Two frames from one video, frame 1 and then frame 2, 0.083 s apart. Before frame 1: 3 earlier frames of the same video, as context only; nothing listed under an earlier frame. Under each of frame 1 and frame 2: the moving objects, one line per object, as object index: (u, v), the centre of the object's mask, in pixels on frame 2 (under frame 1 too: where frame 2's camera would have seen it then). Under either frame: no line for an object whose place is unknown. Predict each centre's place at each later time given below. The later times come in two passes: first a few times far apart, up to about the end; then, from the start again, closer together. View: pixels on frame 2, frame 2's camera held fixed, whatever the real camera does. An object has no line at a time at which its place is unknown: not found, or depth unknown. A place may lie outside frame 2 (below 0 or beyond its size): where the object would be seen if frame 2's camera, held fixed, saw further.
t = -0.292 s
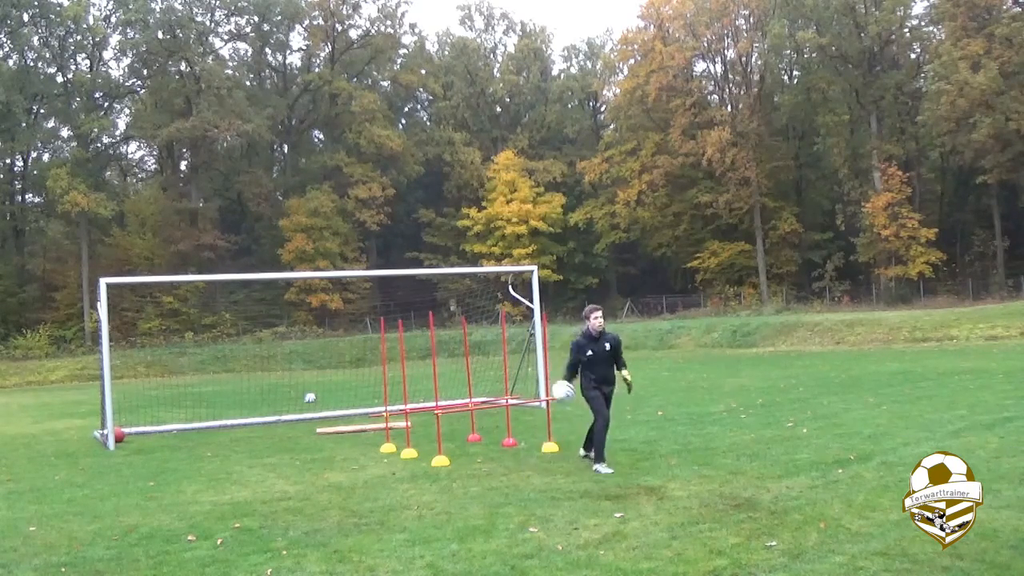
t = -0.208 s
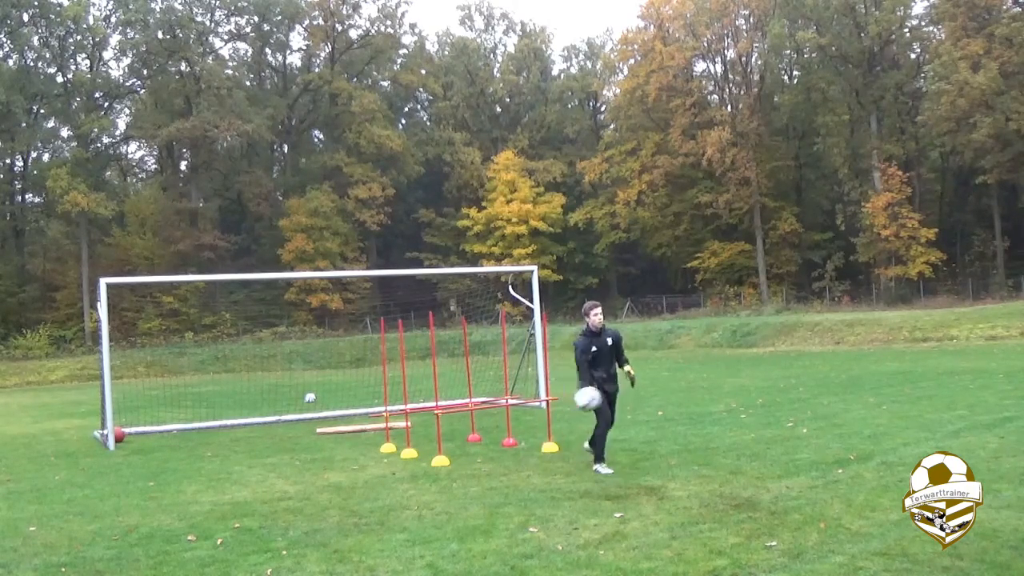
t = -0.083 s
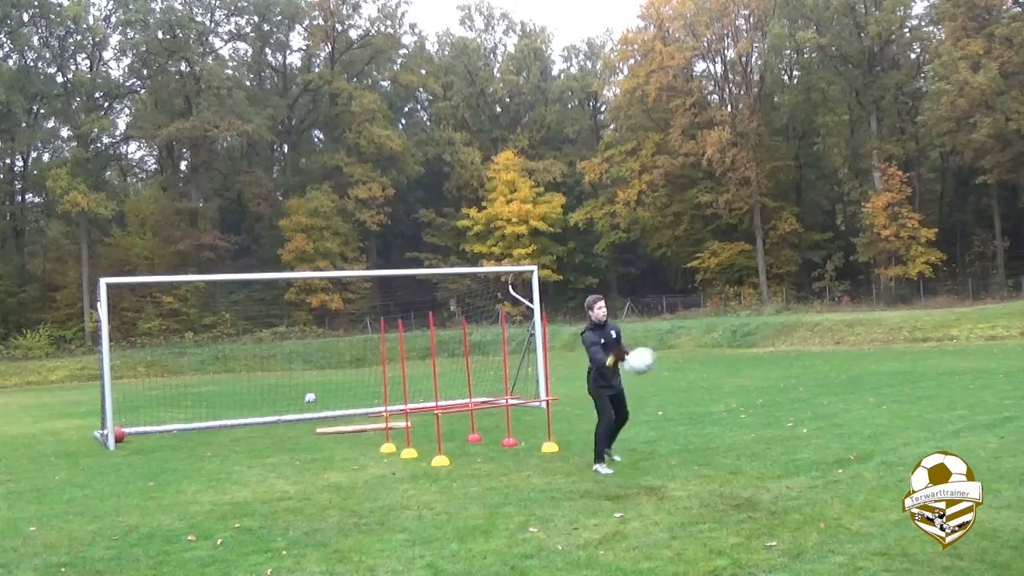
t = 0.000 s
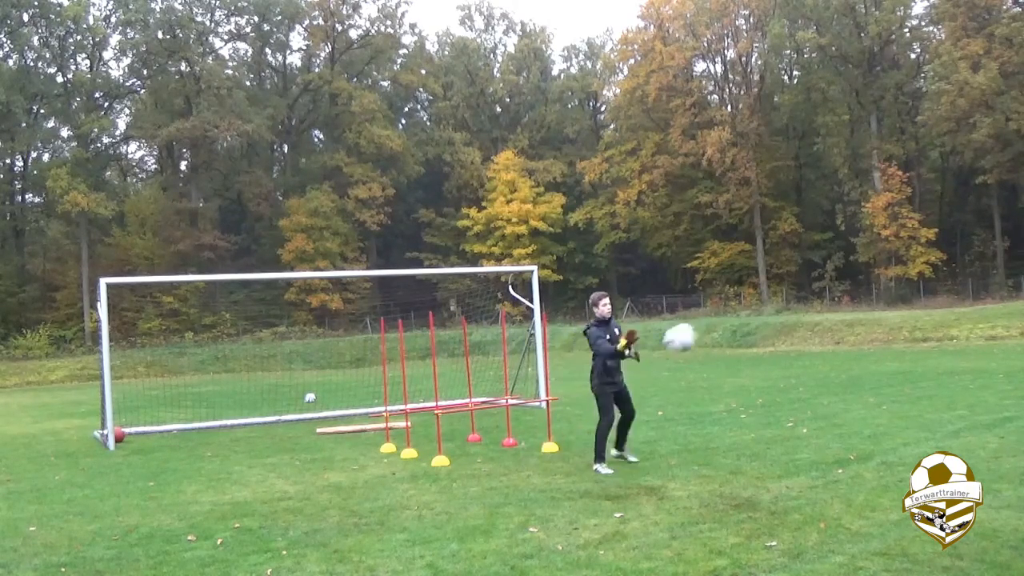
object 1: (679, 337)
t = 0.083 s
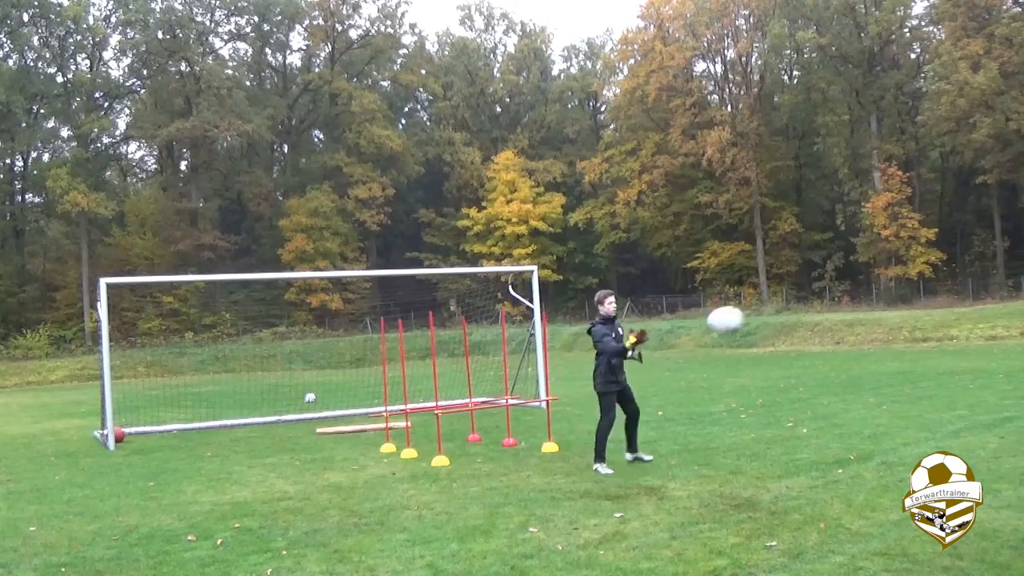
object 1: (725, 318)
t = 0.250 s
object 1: (834, 302)
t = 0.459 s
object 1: (1007, 337)
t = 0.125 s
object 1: (749, 312)
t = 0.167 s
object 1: (776, 308)
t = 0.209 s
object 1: (804, 304)
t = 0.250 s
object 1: (834, 302)
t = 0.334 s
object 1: (898, 307)
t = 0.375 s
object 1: (934, 314)
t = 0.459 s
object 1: (1007, 337)
